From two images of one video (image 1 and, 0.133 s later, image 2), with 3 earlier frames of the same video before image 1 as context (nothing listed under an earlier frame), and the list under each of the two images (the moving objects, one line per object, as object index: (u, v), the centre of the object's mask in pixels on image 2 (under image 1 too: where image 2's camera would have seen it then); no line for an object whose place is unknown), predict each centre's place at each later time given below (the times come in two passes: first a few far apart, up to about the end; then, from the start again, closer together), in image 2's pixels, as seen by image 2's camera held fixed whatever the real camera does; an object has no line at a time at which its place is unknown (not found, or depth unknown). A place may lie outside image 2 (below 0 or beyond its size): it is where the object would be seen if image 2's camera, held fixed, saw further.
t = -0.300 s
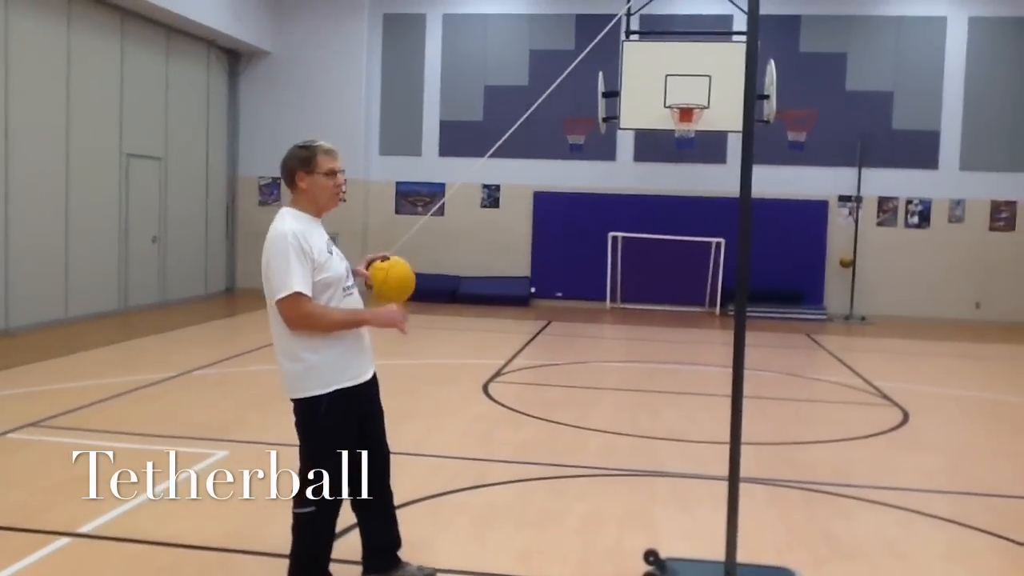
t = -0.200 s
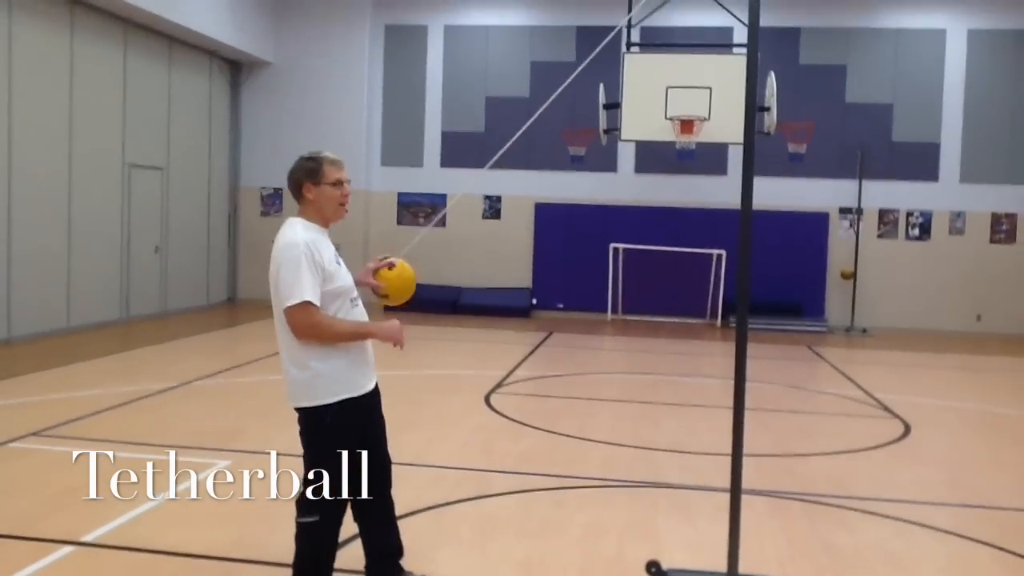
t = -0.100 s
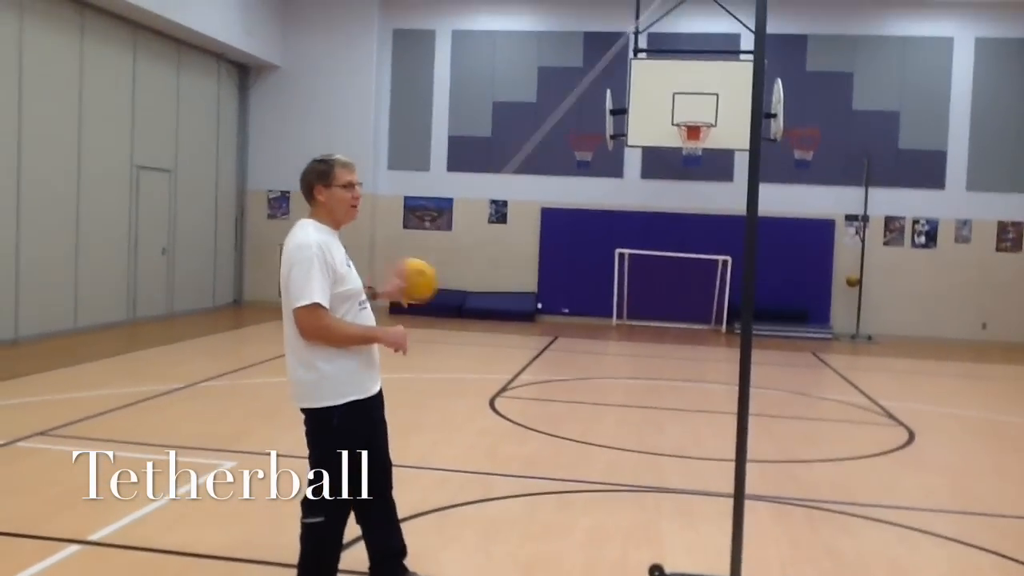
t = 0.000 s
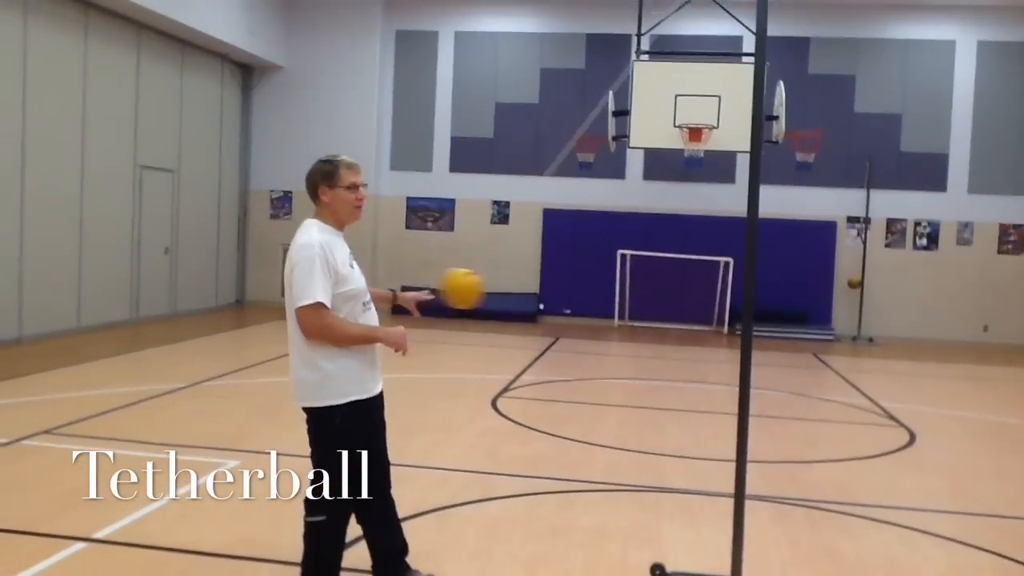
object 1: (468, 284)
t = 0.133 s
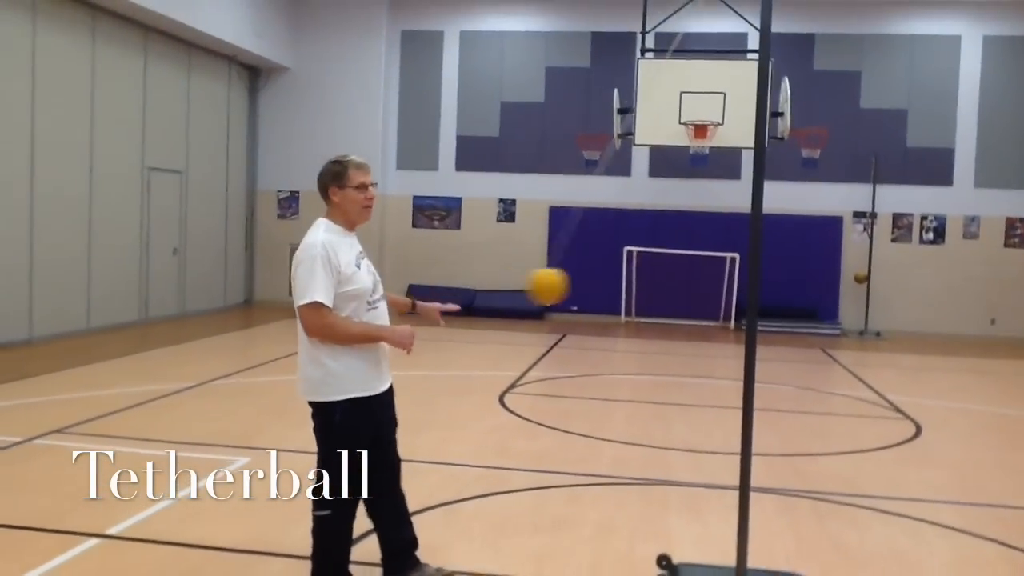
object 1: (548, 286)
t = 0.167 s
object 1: (568, 286)
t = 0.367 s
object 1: (697, 283)
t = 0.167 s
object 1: (568, 286)
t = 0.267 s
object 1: (628, 284)
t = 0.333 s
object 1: (674, 283)
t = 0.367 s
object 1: (697, 283)
